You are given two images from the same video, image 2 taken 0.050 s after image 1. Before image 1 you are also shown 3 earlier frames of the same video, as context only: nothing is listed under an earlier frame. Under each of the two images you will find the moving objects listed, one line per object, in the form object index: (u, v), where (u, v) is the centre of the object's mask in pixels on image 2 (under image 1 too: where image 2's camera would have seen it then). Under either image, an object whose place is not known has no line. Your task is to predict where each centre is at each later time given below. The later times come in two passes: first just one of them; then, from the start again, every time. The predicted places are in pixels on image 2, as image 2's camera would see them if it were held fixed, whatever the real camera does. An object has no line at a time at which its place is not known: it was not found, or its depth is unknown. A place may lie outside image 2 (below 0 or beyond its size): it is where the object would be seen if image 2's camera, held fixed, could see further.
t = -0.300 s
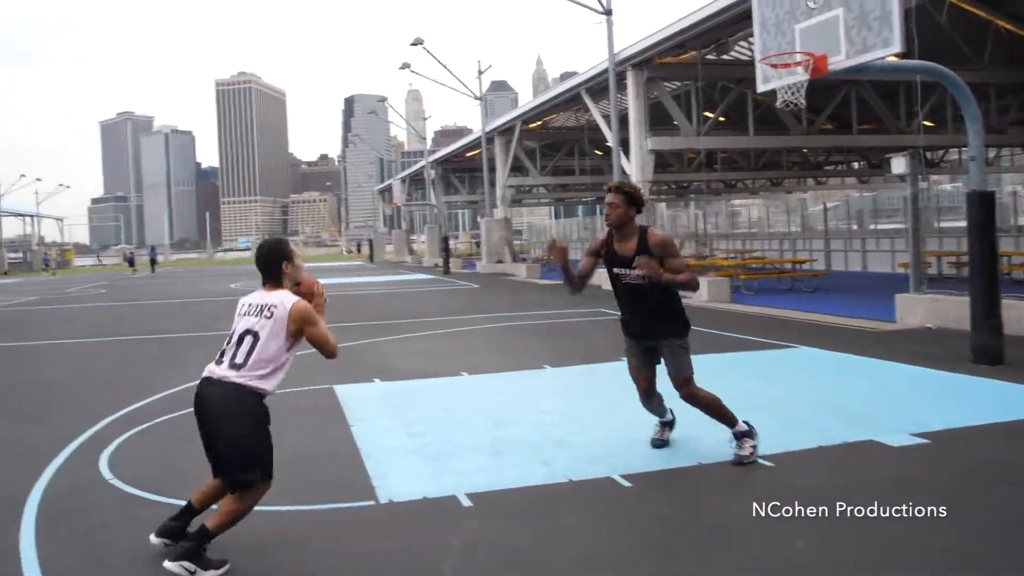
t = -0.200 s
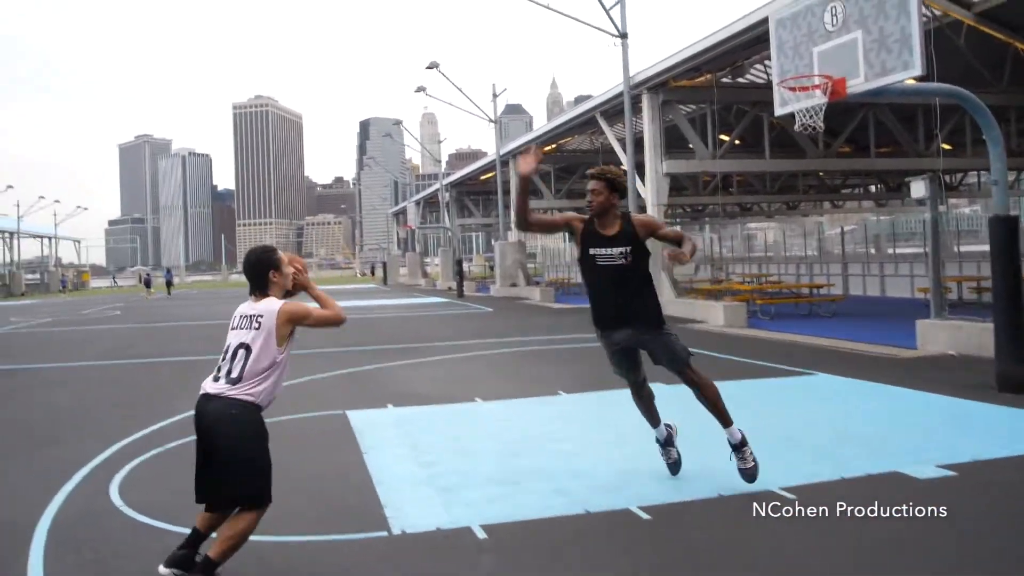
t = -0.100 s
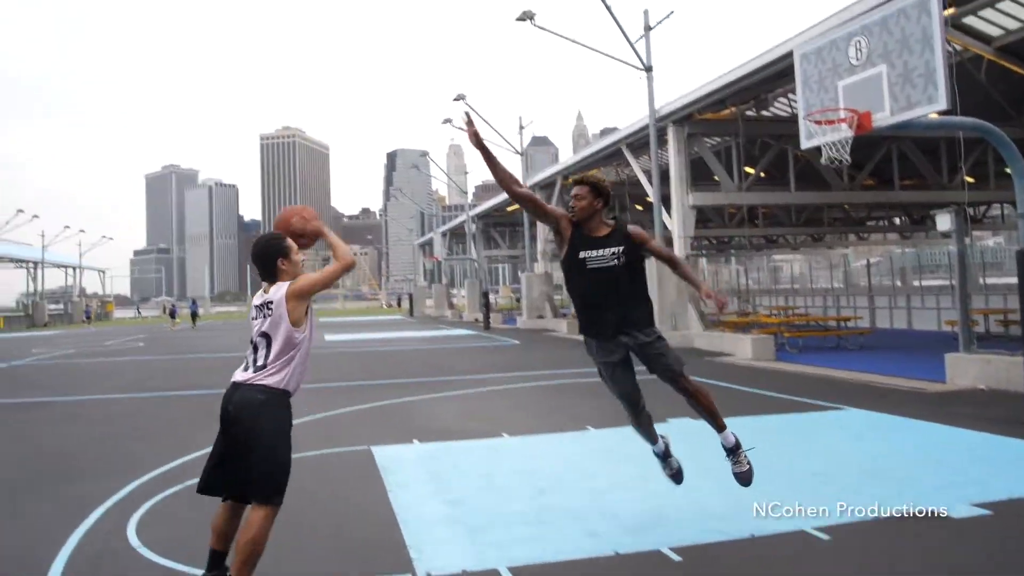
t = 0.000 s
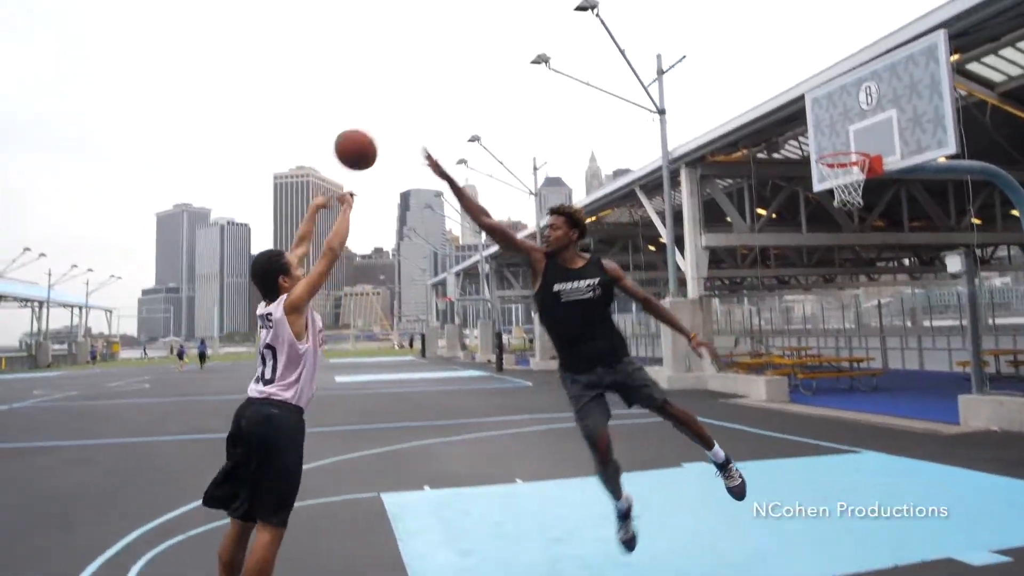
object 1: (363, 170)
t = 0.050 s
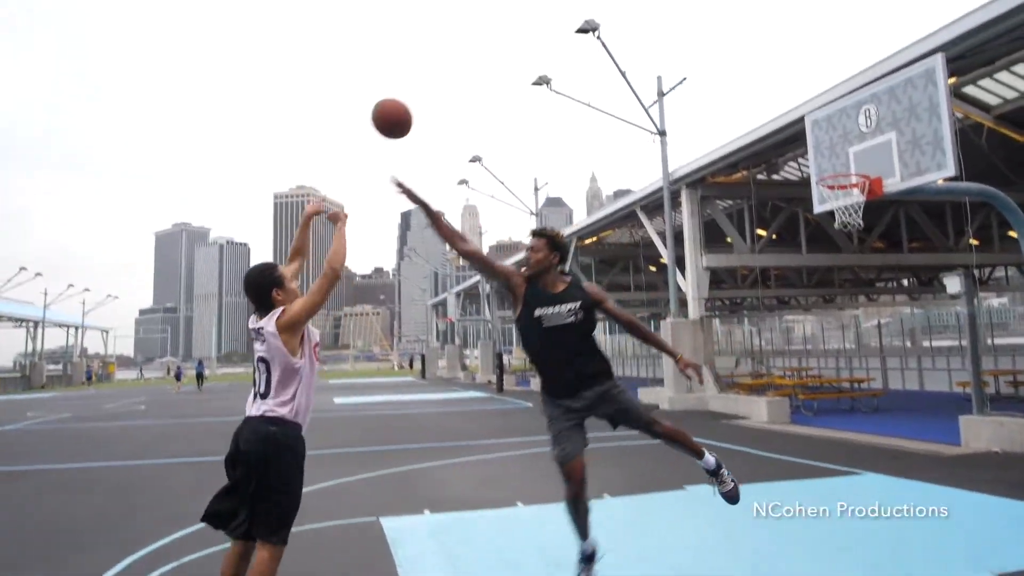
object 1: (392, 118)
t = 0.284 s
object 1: (526, -36)
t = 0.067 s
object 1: (402, 103)
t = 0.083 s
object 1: (412, 88)
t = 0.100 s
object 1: (421, 74)
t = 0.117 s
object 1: (430, 61)
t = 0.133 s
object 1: (441, 48)
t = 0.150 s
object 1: (451, 36)
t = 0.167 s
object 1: (461, 25)
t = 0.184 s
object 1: (471, 14)
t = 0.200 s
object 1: (482, 5)
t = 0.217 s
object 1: (491, -5)
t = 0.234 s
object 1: (500, -14)
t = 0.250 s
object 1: (510, -22)
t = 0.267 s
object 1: (518, -29)
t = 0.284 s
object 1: (526, -36)
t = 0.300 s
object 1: (535, -43)
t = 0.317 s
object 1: (543, -49)
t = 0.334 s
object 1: (551, -54)
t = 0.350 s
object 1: (559, -58)
